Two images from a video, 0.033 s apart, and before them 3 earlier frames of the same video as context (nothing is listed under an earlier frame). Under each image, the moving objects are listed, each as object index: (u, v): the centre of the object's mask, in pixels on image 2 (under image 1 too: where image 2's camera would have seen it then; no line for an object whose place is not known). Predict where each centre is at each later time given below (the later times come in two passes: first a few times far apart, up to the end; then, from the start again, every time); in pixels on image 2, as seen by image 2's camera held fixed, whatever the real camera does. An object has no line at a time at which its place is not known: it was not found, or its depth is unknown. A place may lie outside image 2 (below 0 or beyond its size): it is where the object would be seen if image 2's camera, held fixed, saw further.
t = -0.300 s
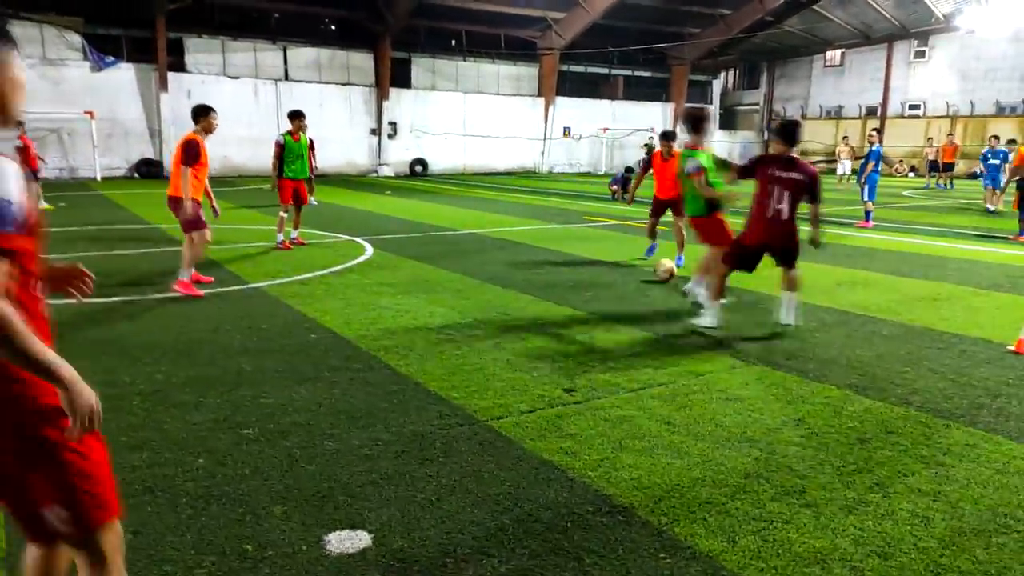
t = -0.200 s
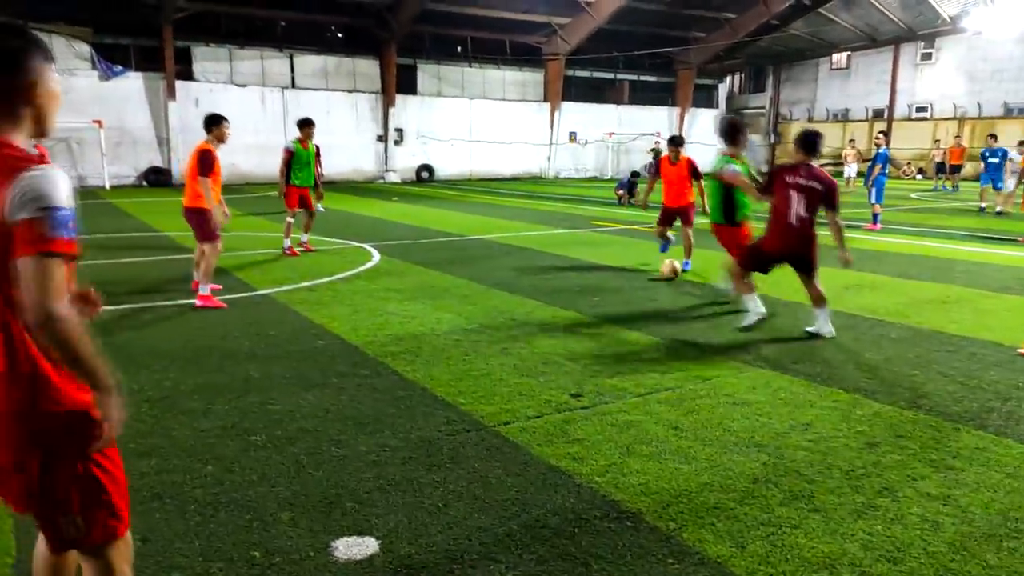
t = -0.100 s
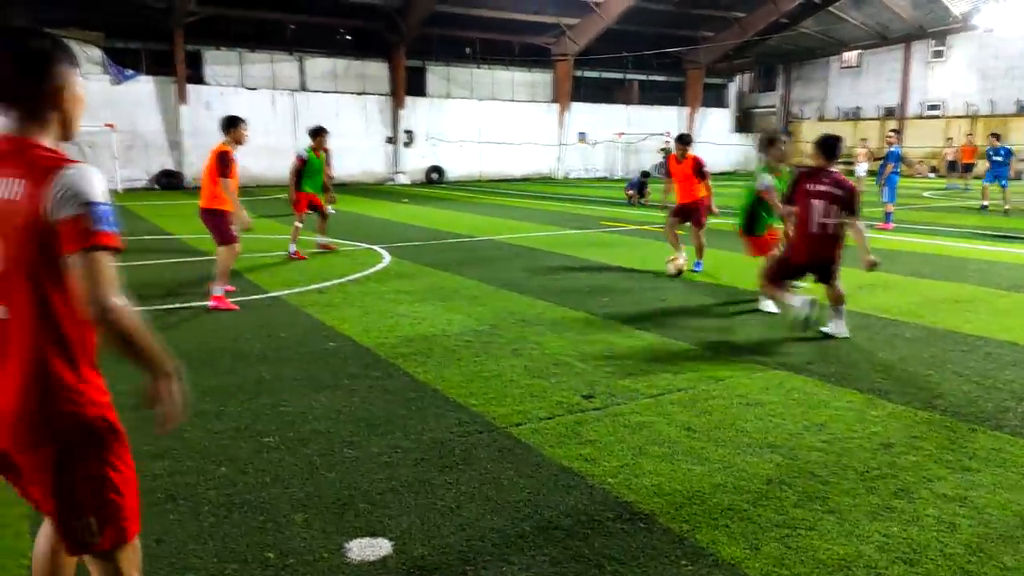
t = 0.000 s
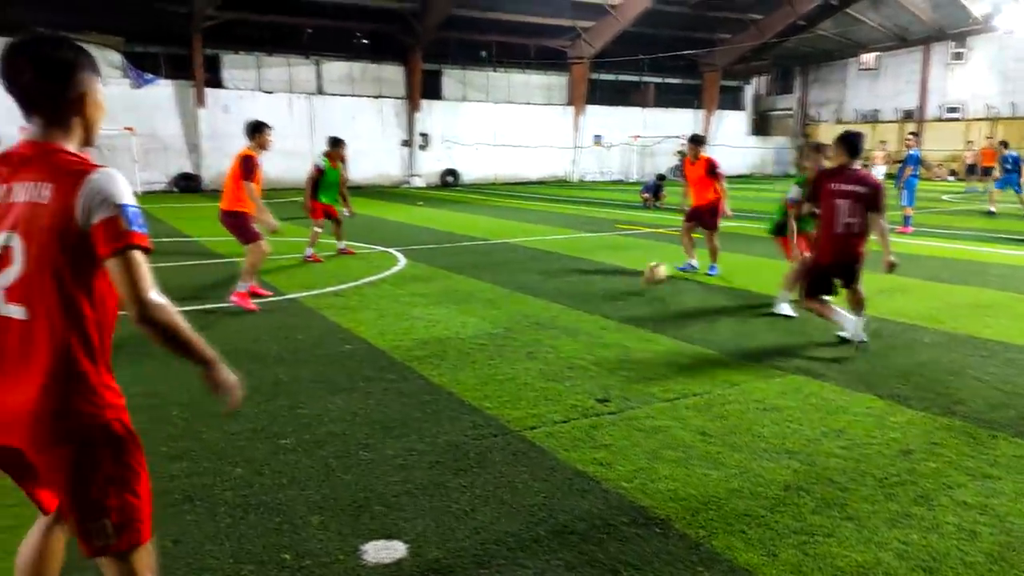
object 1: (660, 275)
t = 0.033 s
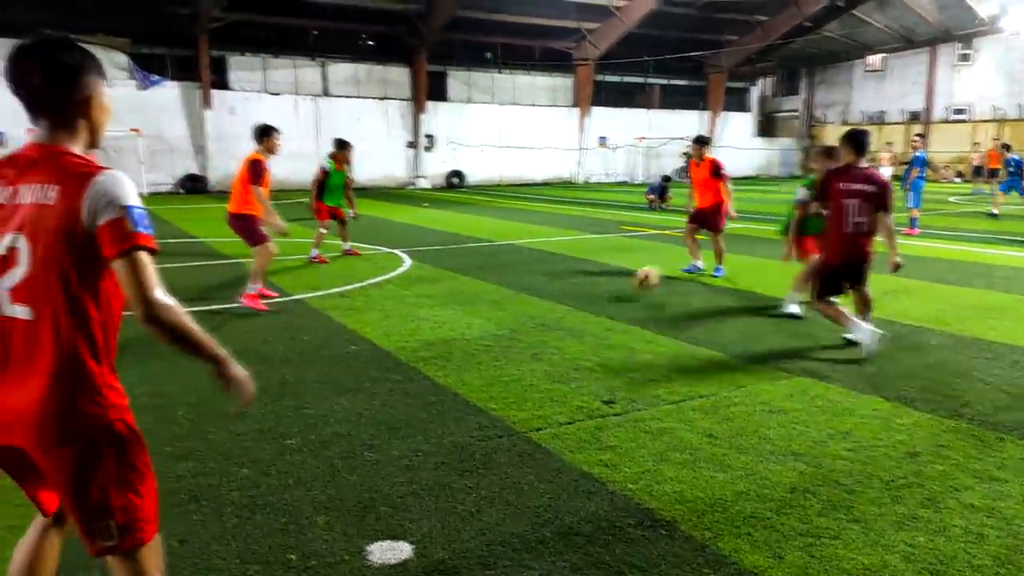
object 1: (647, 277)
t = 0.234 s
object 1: (543, 318)
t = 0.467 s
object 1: (376, 373)
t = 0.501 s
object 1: (348, 378)
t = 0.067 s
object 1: (631, 283)
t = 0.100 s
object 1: (615, 290)
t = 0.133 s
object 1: (598, 299)
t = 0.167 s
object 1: (580, 310)
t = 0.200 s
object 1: (562, 317)
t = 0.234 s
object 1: (543, 318)
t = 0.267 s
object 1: (524, 322)
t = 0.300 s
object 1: (504, 328)
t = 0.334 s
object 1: (481, 335)
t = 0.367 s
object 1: (457, 345)
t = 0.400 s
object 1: (431, 359)
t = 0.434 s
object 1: (403, 369)
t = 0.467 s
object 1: (376, 373)
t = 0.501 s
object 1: (348, 378)
